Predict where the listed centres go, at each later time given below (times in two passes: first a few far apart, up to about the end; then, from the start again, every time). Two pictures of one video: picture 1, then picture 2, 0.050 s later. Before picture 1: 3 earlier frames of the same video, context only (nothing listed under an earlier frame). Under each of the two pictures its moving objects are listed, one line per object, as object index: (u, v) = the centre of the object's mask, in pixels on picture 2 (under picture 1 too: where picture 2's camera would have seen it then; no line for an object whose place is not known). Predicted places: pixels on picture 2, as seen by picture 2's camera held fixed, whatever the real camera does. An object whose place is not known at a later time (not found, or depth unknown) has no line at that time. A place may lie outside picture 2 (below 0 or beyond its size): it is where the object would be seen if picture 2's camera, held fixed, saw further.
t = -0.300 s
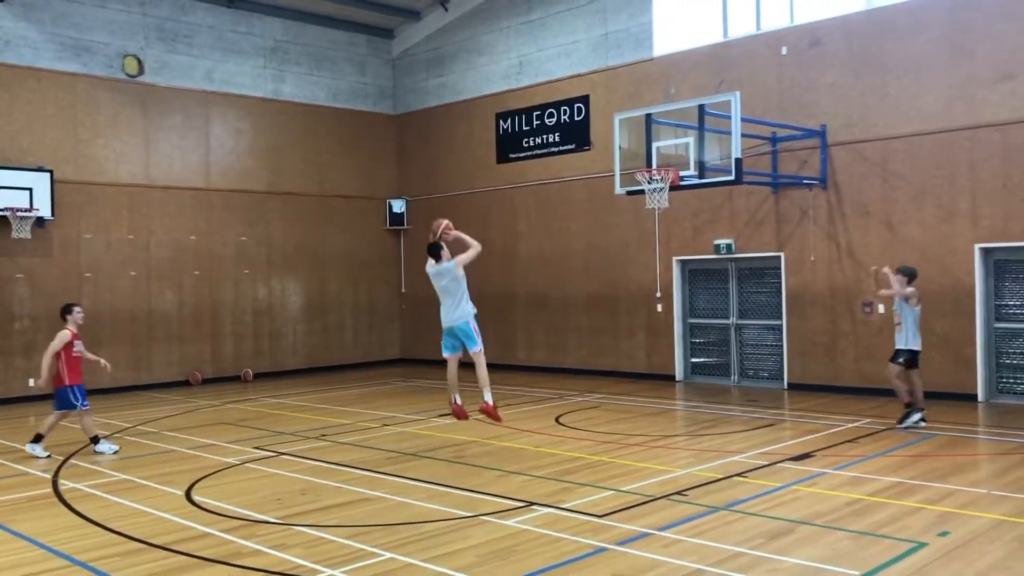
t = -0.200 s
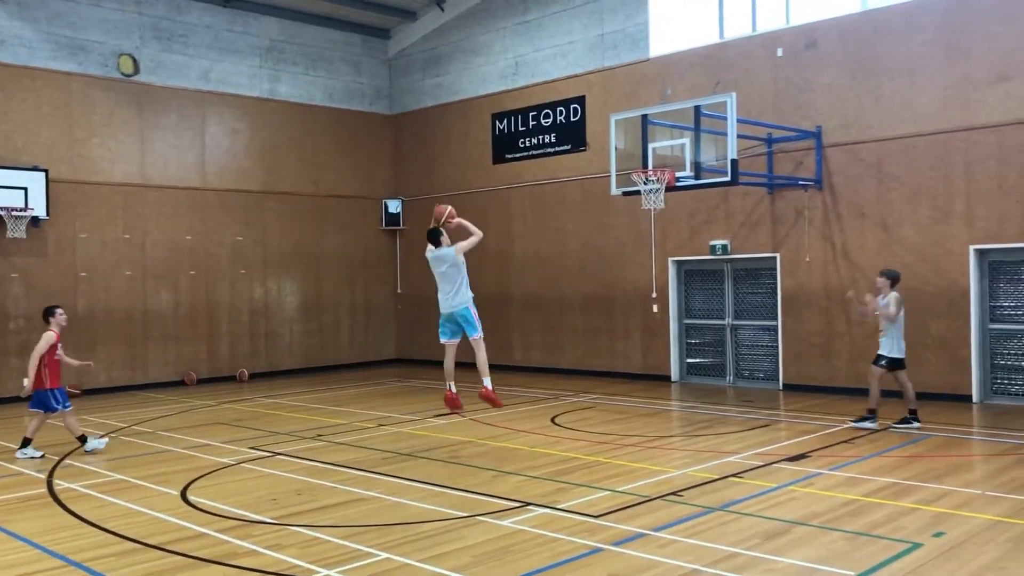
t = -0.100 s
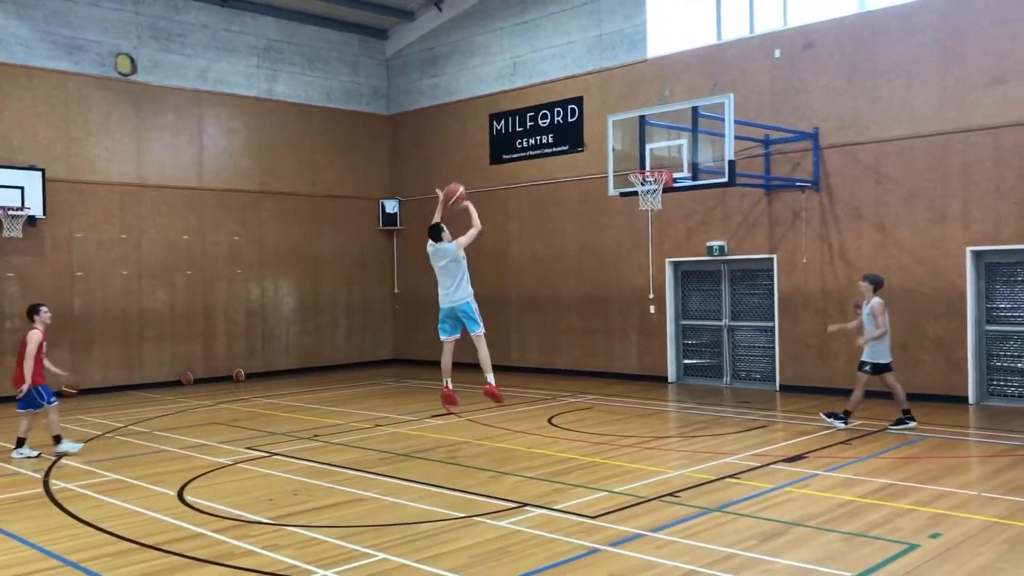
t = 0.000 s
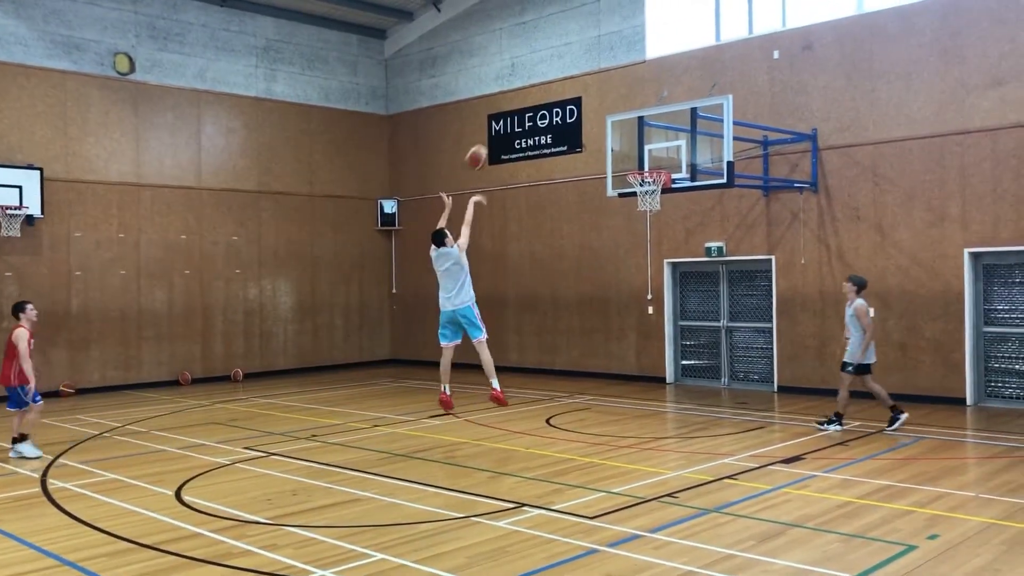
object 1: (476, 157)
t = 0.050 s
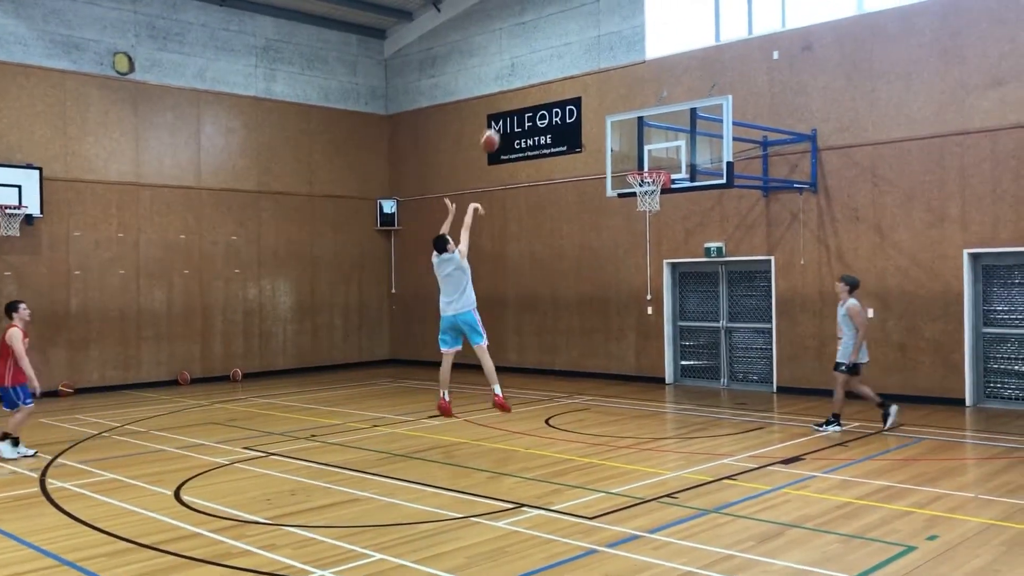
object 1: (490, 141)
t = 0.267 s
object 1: (541, 96)
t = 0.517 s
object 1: (598, 99)
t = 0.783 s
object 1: (652, 155)
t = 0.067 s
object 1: (495, 135)
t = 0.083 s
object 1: (497, 131)
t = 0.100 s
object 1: (501, 127)
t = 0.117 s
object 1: (505, 123)
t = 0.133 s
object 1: (510, 118)
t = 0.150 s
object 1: (514, 115)
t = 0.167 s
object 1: (518, 112)
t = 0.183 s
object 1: (522, 109)
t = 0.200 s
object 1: (526, 106)
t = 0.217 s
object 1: (531, 103)
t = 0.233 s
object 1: (535, 101)
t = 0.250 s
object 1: (538, 99)
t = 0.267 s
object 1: (541, 96)
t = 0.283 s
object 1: (545, 94)
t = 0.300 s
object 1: (549, 93)
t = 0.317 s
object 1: (553, 93)
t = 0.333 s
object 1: (557, 92)
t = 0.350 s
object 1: (561, 92)
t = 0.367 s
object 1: (564, 91)
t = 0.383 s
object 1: (568, 91)
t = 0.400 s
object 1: (572, 90)
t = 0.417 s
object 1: (576, 91)
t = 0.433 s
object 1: (580, 91)
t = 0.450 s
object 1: (584, 93)
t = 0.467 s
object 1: (587, 94)
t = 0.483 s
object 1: (591, 95)
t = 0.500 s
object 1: (594, 97)
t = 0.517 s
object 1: (598, 99)
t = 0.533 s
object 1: (603, 101)
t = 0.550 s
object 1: (606, 102)
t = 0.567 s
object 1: (609, 104)
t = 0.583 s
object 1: (612, 107)
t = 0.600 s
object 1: (616, 110)
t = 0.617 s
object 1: (619, 113)
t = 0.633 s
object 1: (623, 116)
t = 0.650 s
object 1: (626, 120)
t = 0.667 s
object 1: (629, 124)
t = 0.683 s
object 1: (633, 126)
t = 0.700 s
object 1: (636, 131)
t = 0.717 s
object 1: (640, 135)
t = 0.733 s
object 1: (643, 138)
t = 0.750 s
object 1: (647, 143)
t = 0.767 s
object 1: (650, 148)
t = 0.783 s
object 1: (652, 155)
